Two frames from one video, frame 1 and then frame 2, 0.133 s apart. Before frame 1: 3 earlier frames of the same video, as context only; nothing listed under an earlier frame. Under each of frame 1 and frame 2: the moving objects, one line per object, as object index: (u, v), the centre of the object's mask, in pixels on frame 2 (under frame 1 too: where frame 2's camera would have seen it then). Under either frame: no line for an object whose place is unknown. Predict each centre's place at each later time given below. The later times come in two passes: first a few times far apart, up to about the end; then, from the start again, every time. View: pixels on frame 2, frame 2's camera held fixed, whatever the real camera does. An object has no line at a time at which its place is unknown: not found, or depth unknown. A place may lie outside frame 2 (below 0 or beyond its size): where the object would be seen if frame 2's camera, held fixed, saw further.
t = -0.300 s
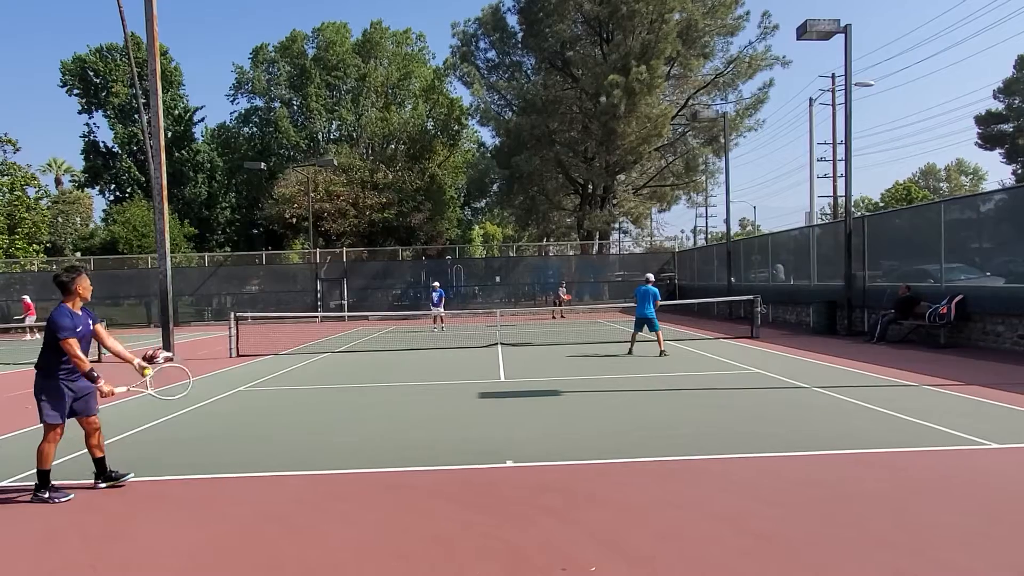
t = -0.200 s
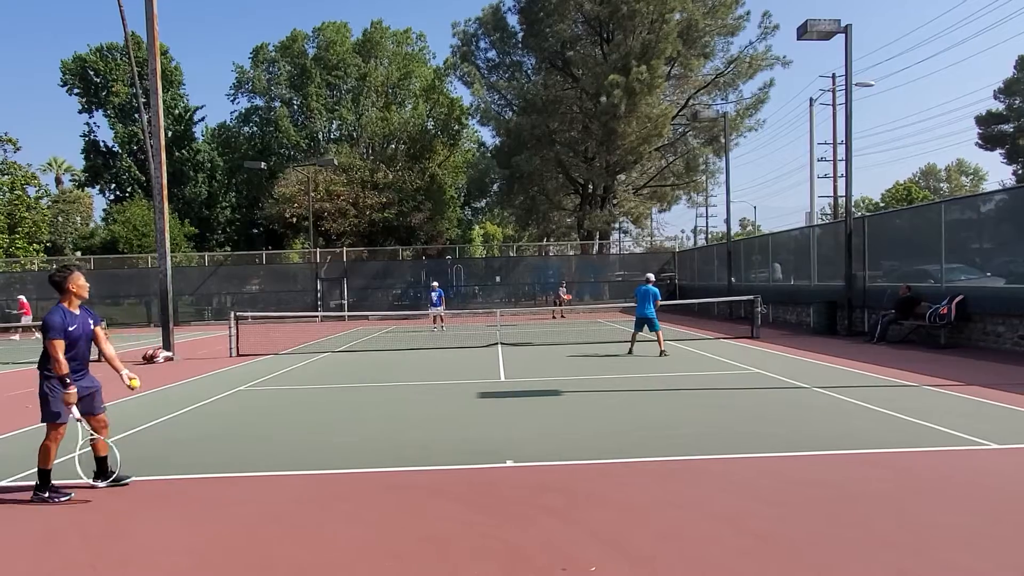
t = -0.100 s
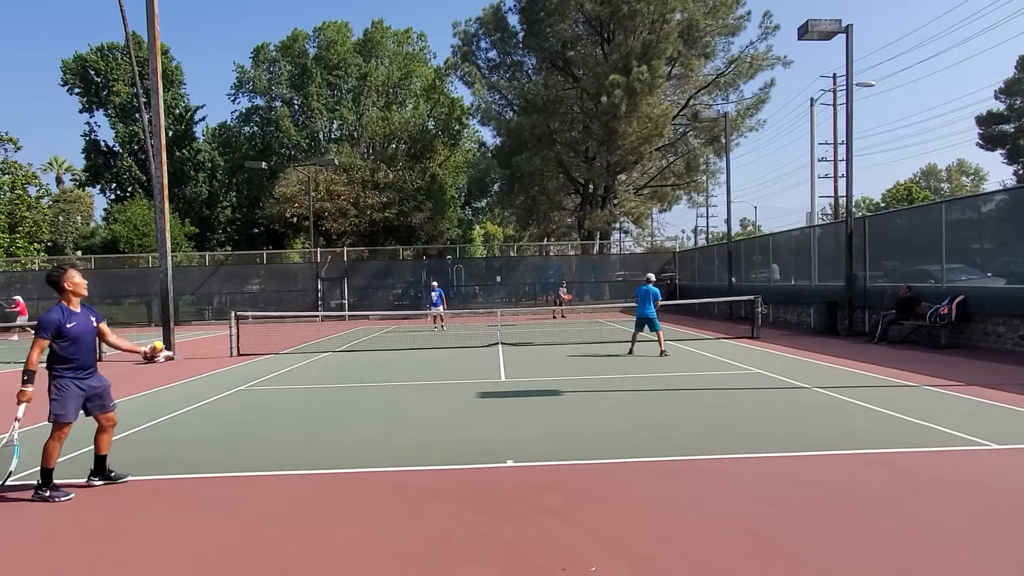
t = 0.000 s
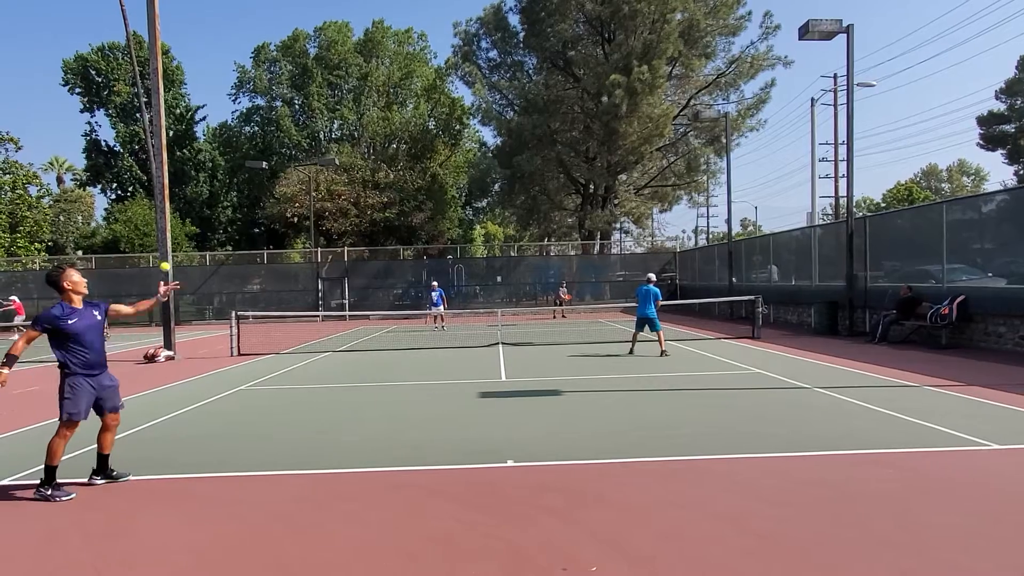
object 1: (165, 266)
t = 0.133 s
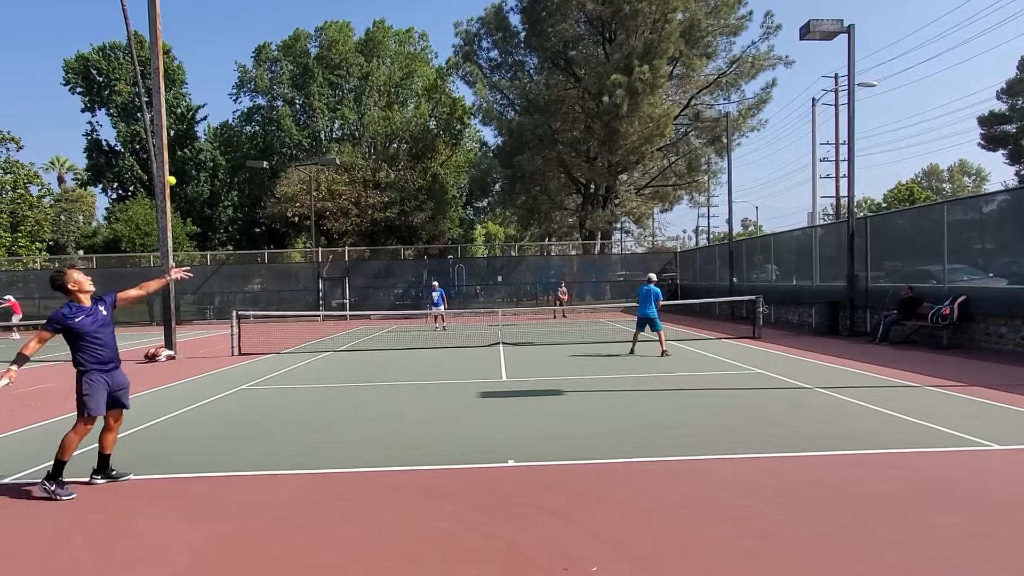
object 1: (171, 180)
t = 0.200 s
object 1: (173, 147)
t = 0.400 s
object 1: (182, 80)
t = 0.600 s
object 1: (193, 62)
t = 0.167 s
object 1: (171, 162)
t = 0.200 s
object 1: (173, 147)
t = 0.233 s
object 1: (174, 132)
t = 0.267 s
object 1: (176, 118)
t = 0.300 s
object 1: (177, 107)
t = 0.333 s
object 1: (179, 96)
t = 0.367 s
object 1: (181, 87)
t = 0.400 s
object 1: (182, 80)
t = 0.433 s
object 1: (184, 73)
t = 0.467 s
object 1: (186, 68)
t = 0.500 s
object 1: (187, 65)
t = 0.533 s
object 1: (189, 63)
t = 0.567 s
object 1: (191, 62)
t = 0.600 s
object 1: (193, 62)
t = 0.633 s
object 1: (195, 64)
